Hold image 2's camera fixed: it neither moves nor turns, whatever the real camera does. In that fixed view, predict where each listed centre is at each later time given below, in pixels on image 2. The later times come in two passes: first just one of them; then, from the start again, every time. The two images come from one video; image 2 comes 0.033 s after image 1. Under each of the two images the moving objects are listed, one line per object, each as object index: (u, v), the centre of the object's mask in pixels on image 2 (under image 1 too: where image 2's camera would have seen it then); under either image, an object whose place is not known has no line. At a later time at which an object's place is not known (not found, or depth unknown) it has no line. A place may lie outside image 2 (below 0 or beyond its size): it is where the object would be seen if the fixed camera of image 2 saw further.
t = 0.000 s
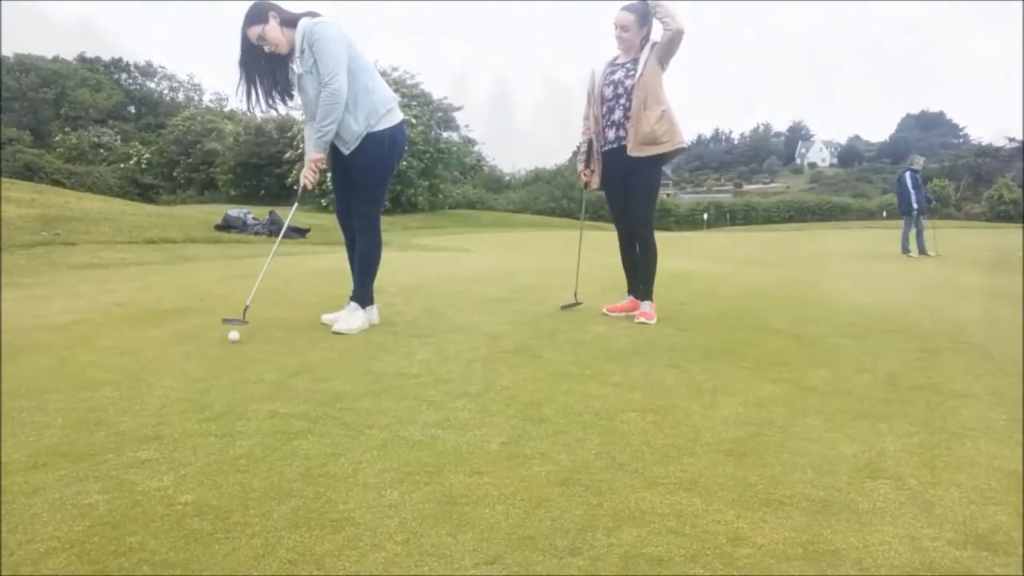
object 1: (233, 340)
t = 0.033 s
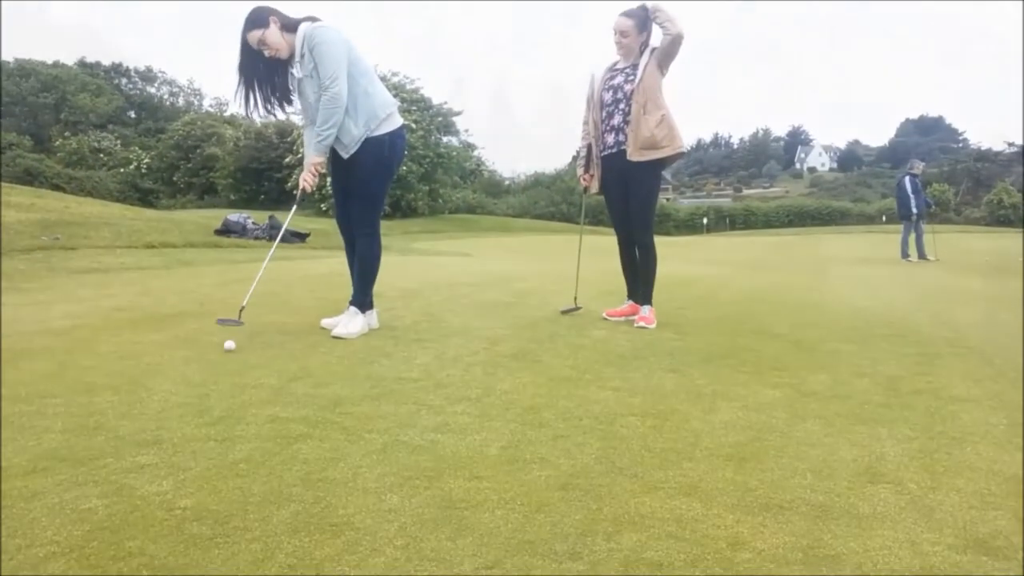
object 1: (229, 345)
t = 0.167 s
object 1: (214, 362)
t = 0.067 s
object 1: (225, 348)
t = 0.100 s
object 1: (221, 354)
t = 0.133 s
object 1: (218, 359)
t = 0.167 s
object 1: (214, 362)
